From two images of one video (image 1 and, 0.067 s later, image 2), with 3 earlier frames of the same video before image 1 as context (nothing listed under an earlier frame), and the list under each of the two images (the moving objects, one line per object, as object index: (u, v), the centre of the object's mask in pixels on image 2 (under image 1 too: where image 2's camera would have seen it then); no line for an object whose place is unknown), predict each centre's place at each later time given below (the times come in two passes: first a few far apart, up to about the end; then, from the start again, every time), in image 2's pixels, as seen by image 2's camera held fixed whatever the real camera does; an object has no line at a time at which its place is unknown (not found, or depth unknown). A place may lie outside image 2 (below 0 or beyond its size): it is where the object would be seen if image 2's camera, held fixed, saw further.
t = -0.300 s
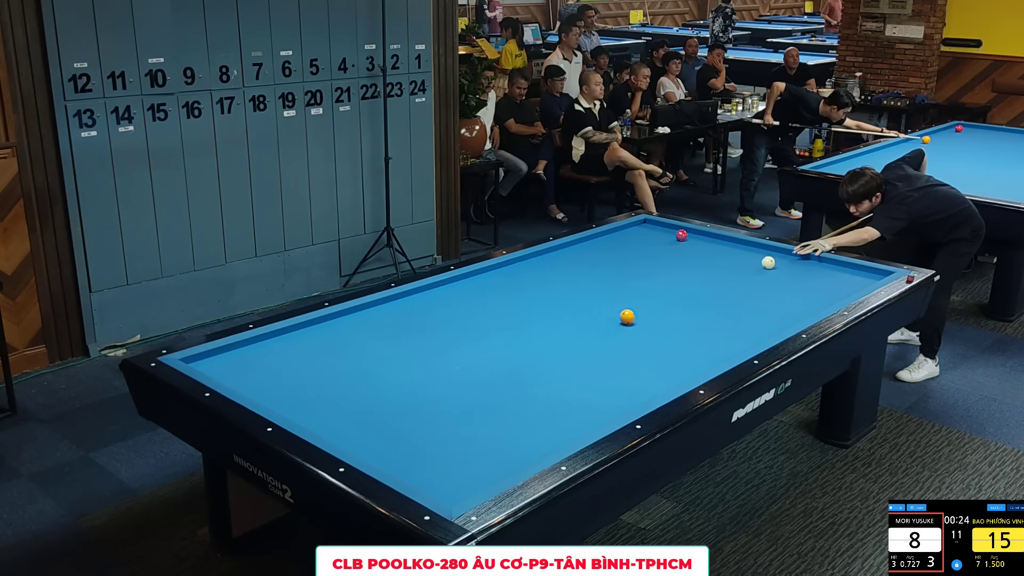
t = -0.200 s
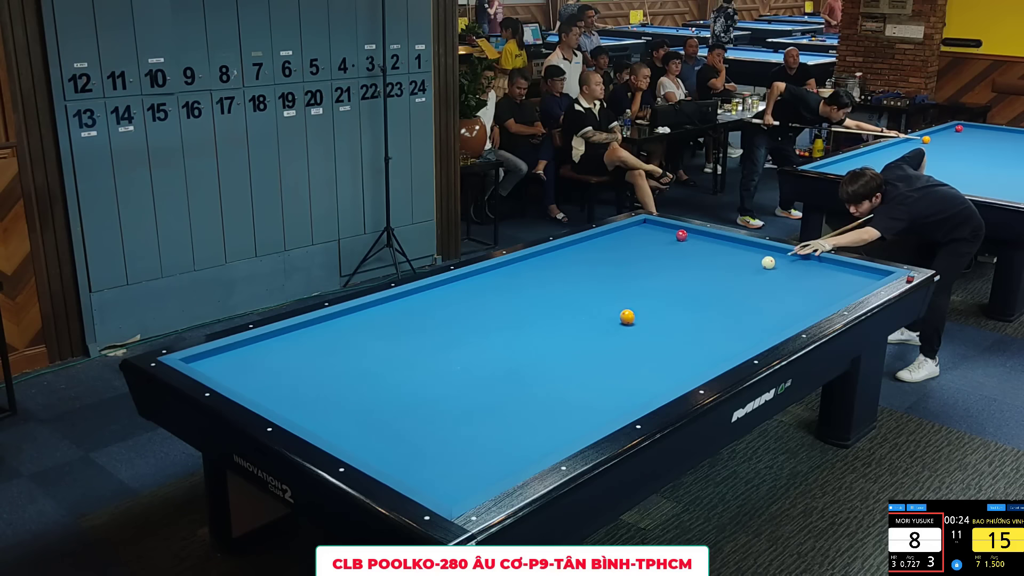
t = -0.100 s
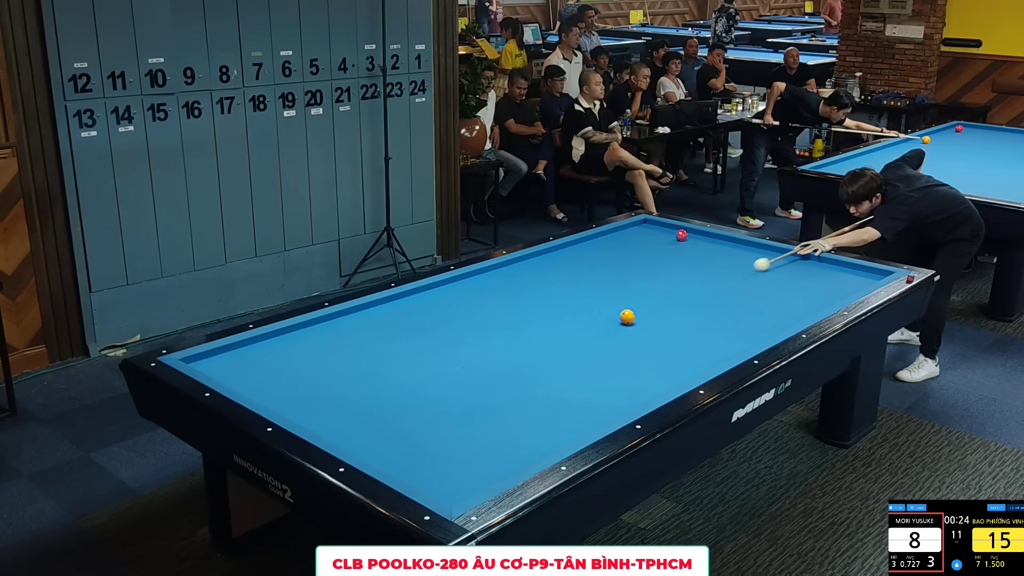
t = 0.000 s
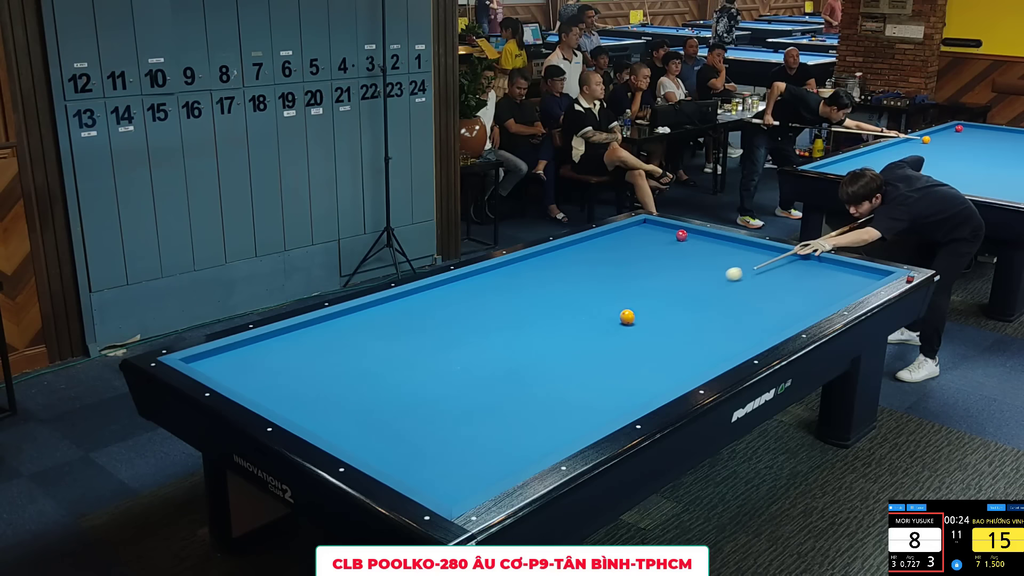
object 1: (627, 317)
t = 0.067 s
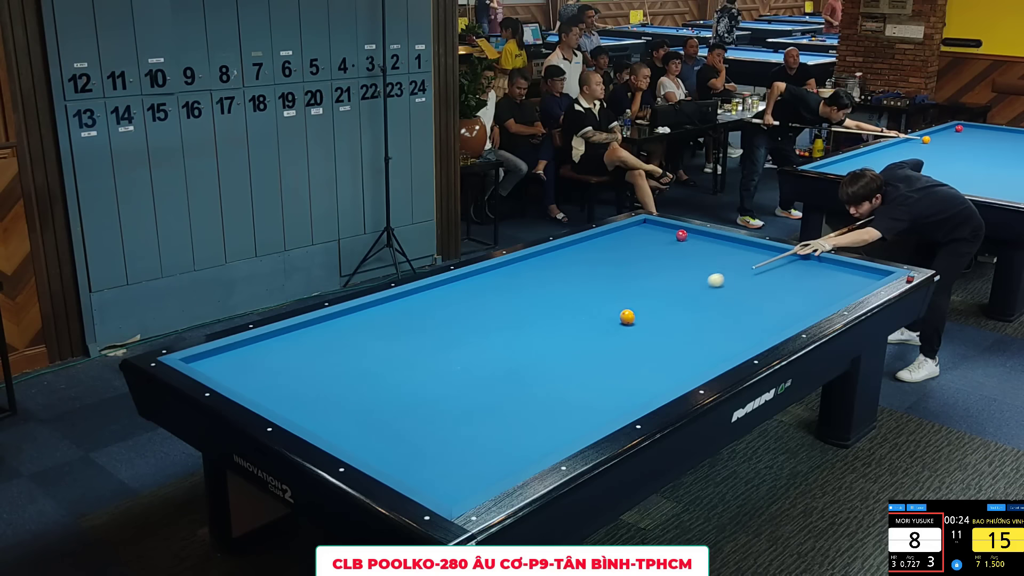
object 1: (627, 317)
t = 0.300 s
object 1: (627, 317)
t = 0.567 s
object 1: (629, 338)
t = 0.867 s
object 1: (632, 368)
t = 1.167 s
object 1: (635, 400)
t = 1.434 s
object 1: (593, 408)
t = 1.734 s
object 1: (540, 415)
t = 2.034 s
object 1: (487, 421)
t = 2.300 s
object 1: (439, 427)
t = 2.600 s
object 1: (385, 434)
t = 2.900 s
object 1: (338, 436)
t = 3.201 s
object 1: (341, 420)
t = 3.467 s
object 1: (344, 406)
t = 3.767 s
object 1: (347, 392)
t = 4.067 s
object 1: (350, 379)
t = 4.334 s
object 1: (351, 368)
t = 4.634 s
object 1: (354, 357)
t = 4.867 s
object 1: (355, 350)
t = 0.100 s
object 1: (627, 317)
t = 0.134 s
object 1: (627, 317)
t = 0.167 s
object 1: (627, 317)
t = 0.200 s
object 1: (627, 317)
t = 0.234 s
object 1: (627, 317)
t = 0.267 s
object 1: (627, 317)
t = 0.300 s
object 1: (627, 317)
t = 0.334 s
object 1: (627, 317)
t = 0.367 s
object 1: (627, 317)
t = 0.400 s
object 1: (627, 320)
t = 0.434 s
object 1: (628, 323)
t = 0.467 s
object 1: (628, 327)
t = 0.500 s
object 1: (628, 331)
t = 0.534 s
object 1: (629, 335)
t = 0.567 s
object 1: (629, 338)
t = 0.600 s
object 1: (630, 341)
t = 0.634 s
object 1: (630, 345)
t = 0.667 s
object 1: (630, 348)
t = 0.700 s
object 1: (630, 351)
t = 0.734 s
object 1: (631, 354)
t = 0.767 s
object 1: (631, 357)
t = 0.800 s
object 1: (631, 361)
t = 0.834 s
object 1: (632, 364)
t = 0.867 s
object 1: (632, 368)
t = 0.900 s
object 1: (632, 371)
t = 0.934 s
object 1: (633, 375)
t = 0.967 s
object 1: (633, 378)
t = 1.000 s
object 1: (633, 382)
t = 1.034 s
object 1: (634, 385)
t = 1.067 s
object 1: (634, 389)
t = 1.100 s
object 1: (635, 393)
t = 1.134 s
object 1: (635, 397)
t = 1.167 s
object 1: (635, 400)
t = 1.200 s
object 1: (634, 402)
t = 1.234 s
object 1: (628, 404)
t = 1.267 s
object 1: (622, 405)
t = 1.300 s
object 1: (616, 406)
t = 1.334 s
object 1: (610, 407)
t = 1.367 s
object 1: (604, 407)
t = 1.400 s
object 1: (598, 408)
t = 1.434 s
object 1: (593, 408)
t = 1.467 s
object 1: (587, 409)
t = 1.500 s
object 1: (581, 410)
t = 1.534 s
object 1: (575, 411)
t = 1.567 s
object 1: (569, 411)
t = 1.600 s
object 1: (563, 412)
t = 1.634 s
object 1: (557, 413)
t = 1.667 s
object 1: (551, 413)
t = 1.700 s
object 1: (545, 414)
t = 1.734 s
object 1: (540, 415)
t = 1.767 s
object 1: (534, 416)
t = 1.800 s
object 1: (528, 416)
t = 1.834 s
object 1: (522, 417)
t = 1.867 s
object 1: (516, 418)
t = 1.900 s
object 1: (510, 418)
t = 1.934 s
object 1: (504, 419)
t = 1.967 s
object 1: (498, 420)
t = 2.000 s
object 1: (492, 420)
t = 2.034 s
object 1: (487, 421)
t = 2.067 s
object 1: (481, 422)
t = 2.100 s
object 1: (475, 423)
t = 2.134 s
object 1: (469, 424)
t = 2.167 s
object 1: (463, 424)
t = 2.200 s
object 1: (457, 425)
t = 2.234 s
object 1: (451, 426)
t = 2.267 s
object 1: (445, 426)
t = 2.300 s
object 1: (439, 427)
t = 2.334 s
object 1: (433, 428)
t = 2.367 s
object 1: (427, 429)
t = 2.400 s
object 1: (421, 429)
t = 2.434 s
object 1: (415, 430)
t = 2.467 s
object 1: (409, 431)
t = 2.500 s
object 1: (403, 431)
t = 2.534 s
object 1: (397, 432)
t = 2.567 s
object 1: (391, 433)
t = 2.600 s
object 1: (385, 434)
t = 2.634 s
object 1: (379, 434)
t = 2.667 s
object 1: (373, 435)
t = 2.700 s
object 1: (367, 436)
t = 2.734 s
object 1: (361, 436)
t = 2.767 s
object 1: (355, 437)
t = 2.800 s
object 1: (349, 438)
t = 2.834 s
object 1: (344, 438)
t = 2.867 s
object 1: (338, 437)
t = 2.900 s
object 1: (338, 436)
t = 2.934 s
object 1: (338, 435)
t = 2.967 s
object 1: (339, 433)
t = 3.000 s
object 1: (339, 431)
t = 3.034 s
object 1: (339, 429)
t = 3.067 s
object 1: (340, 427)
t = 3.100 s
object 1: (340, 425)
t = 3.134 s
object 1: (341, 423)
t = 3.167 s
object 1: (341, 421)
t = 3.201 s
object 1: (341, 420)
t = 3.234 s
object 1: (342, 418)
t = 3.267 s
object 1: (342, 416)
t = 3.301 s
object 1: (342, 414)
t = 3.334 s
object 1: (343, 413)
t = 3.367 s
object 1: (343, 411)
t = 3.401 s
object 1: (343, 409)
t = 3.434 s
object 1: (344, 408)
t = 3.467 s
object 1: (344, 406)
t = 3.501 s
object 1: (344, 404)
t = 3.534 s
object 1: (345, 403)
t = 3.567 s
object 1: (345, 401)
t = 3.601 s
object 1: (345, 399)
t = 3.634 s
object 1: (346, 398)
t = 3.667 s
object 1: (346, 396)
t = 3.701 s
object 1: (346, 395)
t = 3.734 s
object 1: (347, 393)
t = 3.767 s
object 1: (347, 392)
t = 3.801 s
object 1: (347, 390)
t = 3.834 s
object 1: (348, 389)
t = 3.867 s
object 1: (348, 387)
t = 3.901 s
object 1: (348, 386)
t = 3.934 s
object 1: (348, 384)
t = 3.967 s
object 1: (349, 383)
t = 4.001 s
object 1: (349, 381)
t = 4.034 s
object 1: (349, 380)
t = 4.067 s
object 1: (350, 379)
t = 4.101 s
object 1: (350, 377)
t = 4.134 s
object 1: (350, 376)
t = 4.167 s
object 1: (350, 375)
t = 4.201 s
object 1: (351, 373)
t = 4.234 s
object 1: (351, 372)
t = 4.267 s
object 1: (351, 371)
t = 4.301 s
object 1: (351, 369)
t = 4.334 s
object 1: (351, 368)
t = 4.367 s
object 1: (352, 367)
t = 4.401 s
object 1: (352, 366)
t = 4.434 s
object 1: (352, 365)
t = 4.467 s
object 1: (352, 364)
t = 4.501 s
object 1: (353, 362)
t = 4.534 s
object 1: (353, 361)
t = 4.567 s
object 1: (353, 360)
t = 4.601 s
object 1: (353, 359)
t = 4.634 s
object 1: (354, 357)
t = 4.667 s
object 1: (354, 356)
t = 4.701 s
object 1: (354, 355)
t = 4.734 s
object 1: (354, 354)
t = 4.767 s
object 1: (354, 353)
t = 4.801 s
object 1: (355, 352)
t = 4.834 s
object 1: (355, 351)
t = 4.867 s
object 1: (355, 350)
